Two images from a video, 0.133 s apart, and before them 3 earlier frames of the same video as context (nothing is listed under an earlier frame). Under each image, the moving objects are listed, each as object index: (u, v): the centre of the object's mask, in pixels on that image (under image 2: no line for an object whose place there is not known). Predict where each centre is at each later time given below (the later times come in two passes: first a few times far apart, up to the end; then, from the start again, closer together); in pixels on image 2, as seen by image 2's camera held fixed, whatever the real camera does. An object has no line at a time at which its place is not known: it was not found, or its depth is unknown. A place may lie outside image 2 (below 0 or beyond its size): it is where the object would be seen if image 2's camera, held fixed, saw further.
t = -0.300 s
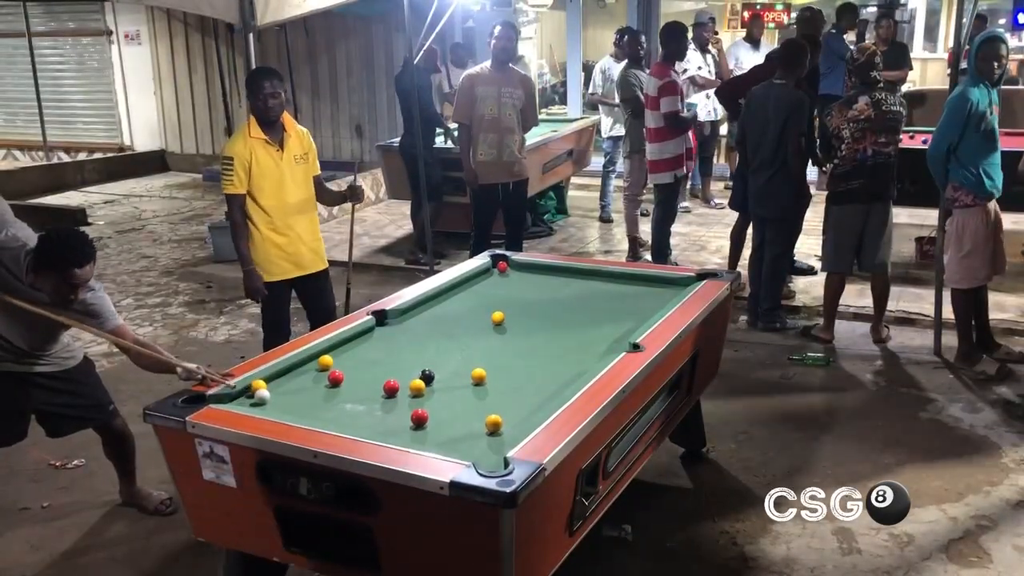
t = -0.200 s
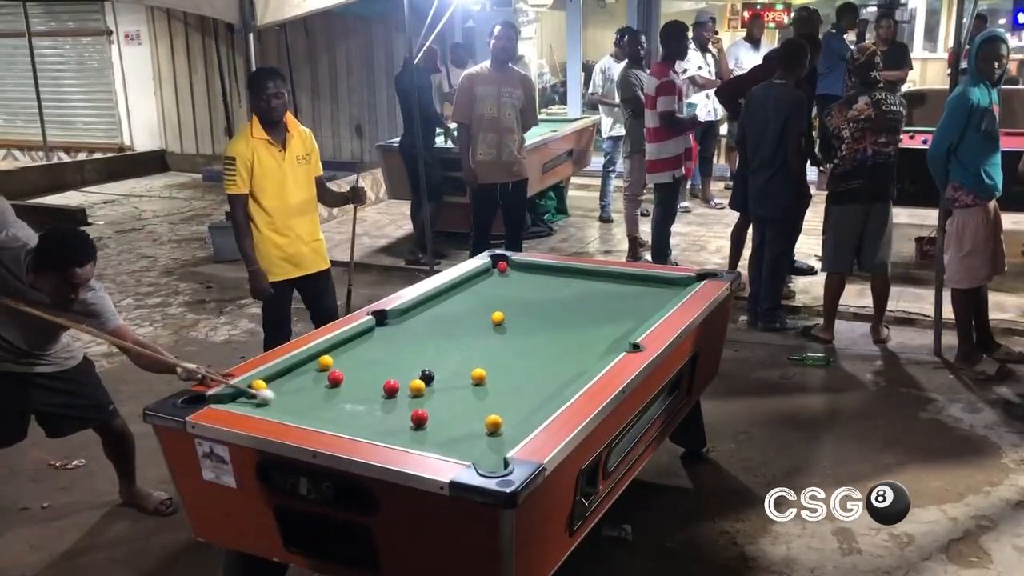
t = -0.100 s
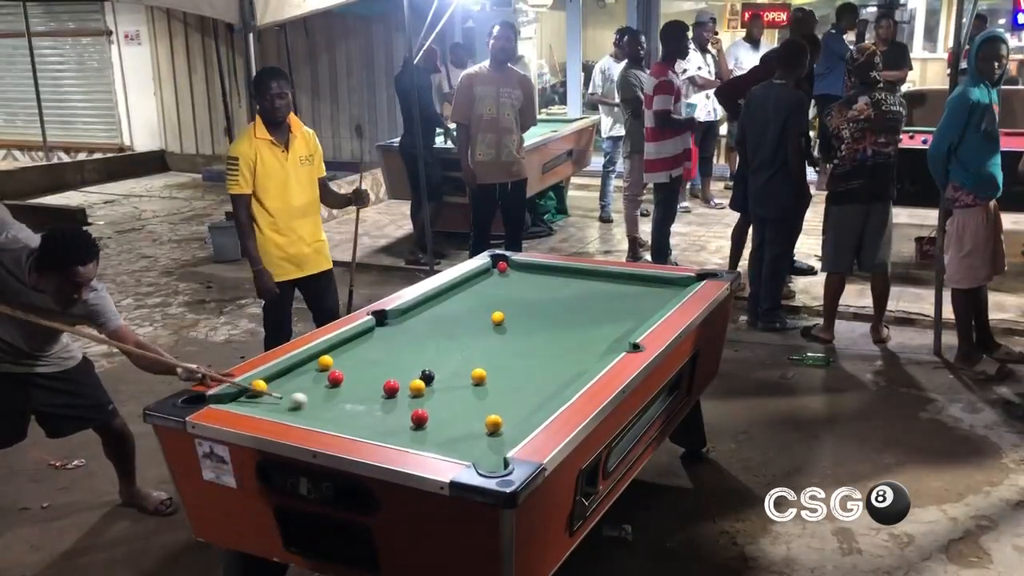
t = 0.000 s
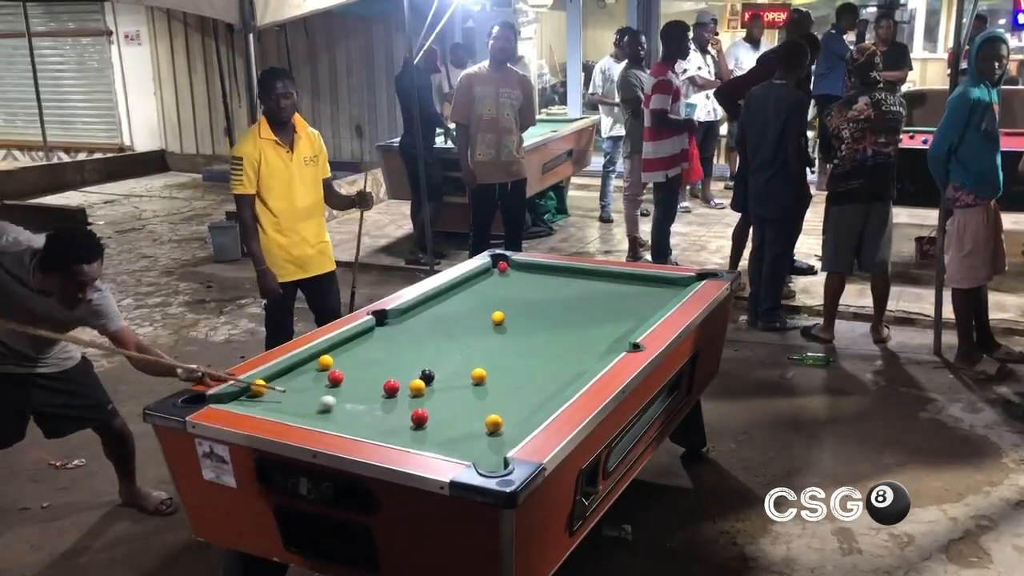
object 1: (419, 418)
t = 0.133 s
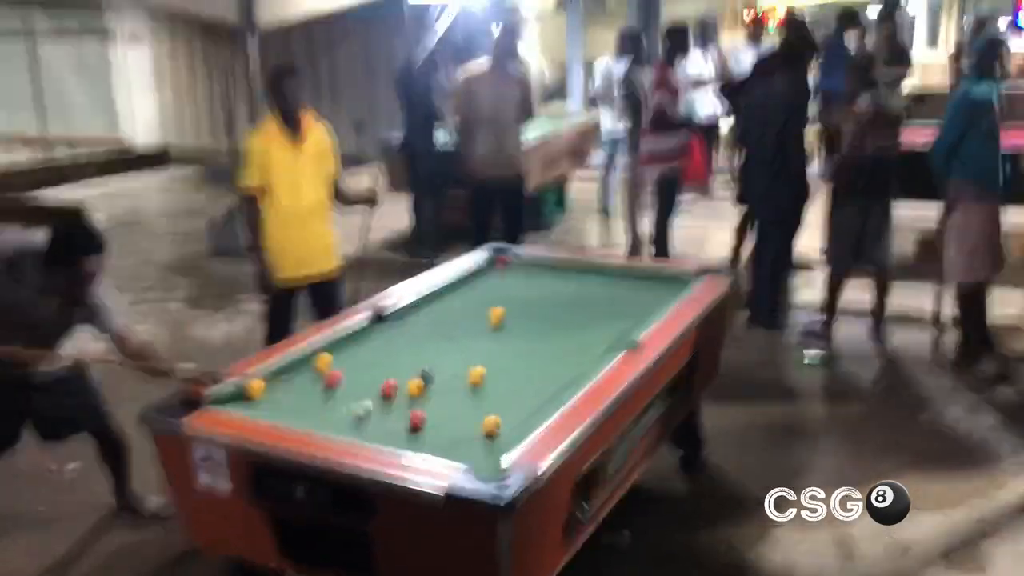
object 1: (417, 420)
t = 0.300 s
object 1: (417, 421)
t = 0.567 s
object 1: (431, 434)
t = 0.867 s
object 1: (446, 447)
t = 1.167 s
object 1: (464, 455)
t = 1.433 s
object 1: (482, 457)
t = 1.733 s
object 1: (486, 456)
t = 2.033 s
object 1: (477, 455)
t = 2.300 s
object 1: (471, 454)
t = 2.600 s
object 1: (468, 453)
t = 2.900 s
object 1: (467, 453)
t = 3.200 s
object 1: (466, 453)
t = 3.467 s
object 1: (468, 453)
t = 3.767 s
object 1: (466, 454)
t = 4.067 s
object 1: (467, 452)
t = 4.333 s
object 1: (467, 453)
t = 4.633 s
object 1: (466, 453)
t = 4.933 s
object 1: (466, 452)
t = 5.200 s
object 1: (466, 453)
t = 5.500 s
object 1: (466, 453)
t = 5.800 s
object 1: (465, 453)
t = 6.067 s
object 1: (465, 452)
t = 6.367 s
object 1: (465, 453)
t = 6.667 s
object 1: (465, 453)
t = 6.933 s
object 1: (467, 449)
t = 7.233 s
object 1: (466, 452)
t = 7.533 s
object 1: (465, 452)
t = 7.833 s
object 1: (465, 452)
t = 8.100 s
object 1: (466, 452)
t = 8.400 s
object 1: (465, 452)
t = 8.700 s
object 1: (465, 452)
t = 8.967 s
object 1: (465, 453)
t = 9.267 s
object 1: (465, 452)
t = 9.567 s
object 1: (466, 452)
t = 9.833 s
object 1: (465, 452)
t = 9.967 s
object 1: (465, 452)
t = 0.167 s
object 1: (417, 420)
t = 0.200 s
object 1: (416, 421)
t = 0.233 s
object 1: (417, 421)
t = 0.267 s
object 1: (417, 421)
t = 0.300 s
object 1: (417, 421)
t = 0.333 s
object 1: (419, 423)
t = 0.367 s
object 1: (421, 425)
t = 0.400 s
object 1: (422, 427)
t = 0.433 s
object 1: (424, 428)
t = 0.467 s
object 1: (426, 430)
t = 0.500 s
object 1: (428, 431)
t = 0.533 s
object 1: (429, 433)
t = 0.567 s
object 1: (431, 434)
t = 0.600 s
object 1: (433, 435)
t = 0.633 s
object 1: (434, 437)
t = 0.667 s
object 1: (436, 438)
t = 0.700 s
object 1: (437, 440)
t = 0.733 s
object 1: (439, 441)
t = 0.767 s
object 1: (441, 443)
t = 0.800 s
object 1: (442, 444)
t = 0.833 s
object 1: (444, 445)
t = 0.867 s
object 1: (446, 447)
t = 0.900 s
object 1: (448, 448)
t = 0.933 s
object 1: (449, 448)
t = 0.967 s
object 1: (451, 450)
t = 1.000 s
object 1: (453, 451)
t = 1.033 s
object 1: (455, 452)
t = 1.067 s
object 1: (456, 453)
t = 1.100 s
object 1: (459, 454)
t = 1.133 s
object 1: (461, 454)
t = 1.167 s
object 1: (464, 455)
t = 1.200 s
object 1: (466, 455)
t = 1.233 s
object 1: (469, 456)
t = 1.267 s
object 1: (471, 455)
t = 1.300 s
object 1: (473, 456)
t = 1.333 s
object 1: (476, 456)
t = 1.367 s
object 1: (478, 457)
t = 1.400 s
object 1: (480, 457)
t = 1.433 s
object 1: (482, 457)
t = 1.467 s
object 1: (484, 457)
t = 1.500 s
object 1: (487, 457)
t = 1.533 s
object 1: (489, 458)
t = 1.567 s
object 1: (491, 457)
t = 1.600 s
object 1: (491, 457)
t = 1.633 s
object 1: (490, 457)
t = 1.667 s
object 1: (488, 457)
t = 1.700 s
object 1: (487, 457)
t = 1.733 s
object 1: (486, 456)
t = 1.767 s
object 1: (485, 456)
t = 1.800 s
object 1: (483, 456)
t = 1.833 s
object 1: (482, 456)
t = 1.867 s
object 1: (481, 456)
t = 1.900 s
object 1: (480, 457)
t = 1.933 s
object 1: (479, 456)
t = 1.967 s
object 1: (478, 456)
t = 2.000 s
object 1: (477, 456)
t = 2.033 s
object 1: (477, 455)
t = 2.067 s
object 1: (476, 455)
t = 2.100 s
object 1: (475, 455)
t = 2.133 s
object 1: (474, 455)
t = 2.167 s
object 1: (474, 455)
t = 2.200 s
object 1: (473, 454)
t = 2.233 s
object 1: (473, 455)
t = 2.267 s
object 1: (472, 454)
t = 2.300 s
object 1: (471, 454)
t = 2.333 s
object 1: (471, 454)
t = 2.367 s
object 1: (470, 454)
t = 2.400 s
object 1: (470, 454)
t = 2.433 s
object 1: (469, 454)
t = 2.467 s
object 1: (469, 454)
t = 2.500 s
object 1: (469, 454)
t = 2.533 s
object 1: (469, 454)
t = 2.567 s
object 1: (468, 454)
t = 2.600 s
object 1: (468, 453)
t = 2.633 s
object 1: (468, 453)
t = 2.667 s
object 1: (468, 453)
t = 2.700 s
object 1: (468, 453)
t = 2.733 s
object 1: (467, 453)
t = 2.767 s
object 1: (467, 453)
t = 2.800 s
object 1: (467, 453)
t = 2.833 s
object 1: (466, 454)
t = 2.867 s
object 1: (467, 453)
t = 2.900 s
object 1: (467, 453)
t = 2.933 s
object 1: (467, 453)
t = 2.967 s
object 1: (467, 453)
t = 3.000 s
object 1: (467, 453)
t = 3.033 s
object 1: (467, 453)
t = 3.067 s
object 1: (467, 453)
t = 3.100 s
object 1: (467, 454)
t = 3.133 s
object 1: (467, 453)
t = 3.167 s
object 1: (466, 453)
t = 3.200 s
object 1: (466, 453)
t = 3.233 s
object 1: (466, 453)
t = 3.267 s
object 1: (466, 453)
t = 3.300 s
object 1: (466, 453)
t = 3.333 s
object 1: (466, 453)
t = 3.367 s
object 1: (467, 453)
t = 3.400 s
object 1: (466, 453)
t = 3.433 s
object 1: (467, 453)
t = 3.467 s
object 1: (468, 453)
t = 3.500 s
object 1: (465, 449)
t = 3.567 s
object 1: (467, 452)
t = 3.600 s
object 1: (466, 453)
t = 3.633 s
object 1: (466, 453)
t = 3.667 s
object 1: (467, 453)
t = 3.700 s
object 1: (467, 451)
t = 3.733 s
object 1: (467, 453)
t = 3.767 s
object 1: (466, 454)
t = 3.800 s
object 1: (466, 453)
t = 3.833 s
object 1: (467, 453)
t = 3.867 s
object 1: (467, 452)
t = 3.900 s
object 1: (468, 452)
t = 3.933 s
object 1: (467, 451)
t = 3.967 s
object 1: (467, 452)
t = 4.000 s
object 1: (467, 453)
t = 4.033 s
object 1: (467, 453)
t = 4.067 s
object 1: (467, 452)
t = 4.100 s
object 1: (467, 453)
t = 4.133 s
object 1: (467, 453)
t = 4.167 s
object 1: (467, 453)
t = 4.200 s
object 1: (467, 453)
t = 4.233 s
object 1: (467, 453)
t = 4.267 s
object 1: (467, 453)
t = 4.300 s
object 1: (467, 453)
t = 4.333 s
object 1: (467, 453)
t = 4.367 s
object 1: (467, 453)
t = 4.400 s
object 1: (466, 453)
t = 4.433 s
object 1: (467, 453)
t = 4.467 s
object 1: (467, 453)
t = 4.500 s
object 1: (466, 453)
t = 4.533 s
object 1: (466, 453)
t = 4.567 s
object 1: (466, 453)
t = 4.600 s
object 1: (466, 453)
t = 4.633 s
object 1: (466, 453)
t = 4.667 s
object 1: (466, 453)
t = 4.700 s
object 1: (466, 453)
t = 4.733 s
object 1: (466, 453)
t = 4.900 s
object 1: (465, 451)
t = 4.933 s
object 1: (466, 452)
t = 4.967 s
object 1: (466, 452)
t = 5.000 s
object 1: (466, 453)
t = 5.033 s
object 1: (466, 453)
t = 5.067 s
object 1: (466, 453)
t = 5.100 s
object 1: (466, 453)
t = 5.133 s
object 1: (466, 453)
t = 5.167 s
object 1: (465, 453)
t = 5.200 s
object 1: (466, 453)
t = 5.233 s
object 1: (466, 453)
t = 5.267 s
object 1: (466, 453)
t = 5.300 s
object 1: (467, 449)
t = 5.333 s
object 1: (465, 452)
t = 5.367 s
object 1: (465, 453)
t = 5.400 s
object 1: (465, 452)
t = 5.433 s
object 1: (466, 453)
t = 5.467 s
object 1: (466, 453)
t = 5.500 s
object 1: (466, 453)
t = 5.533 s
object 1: (465, 453)
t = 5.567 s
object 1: (466, 453)
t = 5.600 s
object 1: (465, 453)
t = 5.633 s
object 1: (466, 453)
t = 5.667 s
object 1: (466, 453)
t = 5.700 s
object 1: (465, 453)
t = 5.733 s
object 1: (465, 453)
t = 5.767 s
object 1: (465, 453)
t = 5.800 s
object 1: (465, 453)
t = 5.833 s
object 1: (466, 452)
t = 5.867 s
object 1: (465, 453)
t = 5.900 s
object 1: (465, 453)
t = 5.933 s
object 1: (465, 453)
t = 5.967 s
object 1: (465, 453)
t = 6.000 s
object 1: (465, 453)
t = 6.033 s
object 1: (465, 453)
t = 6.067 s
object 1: (465, 452)
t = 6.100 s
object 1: (465, 453)
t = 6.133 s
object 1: (465, 452)
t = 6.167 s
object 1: (465, 453)
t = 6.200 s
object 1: (465, 453)
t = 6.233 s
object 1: (465, 452)
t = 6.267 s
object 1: (465, 453)
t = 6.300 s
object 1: (465, 452)
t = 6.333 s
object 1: (465, 453)
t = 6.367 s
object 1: (465, 453)
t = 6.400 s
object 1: (465, 453)
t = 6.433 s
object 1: (465, 452)
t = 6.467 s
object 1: (466, 452)
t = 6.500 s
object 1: (465, 453)
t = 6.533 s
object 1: (465, 452)
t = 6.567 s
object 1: (465, 453)
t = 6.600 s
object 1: (465, 453)
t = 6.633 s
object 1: (465, 453)
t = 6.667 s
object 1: (465, 453)
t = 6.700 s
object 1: (465, 453)
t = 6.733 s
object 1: (466, 452)
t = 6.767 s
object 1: (466, 451)
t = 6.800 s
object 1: (466, 452)
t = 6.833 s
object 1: (466, 452)
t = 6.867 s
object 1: (466, 453)
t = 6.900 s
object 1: (466, 451)
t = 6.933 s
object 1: (467, 449)
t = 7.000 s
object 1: (466, 452)
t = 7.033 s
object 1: (466, 452)
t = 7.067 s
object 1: (466, 453)
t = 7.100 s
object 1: (466, 453)
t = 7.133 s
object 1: (466, 451)
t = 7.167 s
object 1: (466, 452)
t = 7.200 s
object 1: (466, 452)
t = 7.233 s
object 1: (466, 452)
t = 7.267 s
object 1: (465, 452)
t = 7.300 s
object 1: (465, 452)
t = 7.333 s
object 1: (465, 452)
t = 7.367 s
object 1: (465, 452)
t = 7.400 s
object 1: (466, 452)
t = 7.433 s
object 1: (466, 452)
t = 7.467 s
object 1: (465, 452)
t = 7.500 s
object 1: (465, 452)
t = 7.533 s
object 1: (465, 452)
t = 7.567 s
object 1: (465, 452)
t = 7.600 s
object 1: (466, 452)
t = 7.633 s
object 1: (465, 452)
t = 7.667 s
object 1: (466, 452)
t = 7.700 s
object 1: (466, 452)
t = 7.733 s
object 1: (465, 453)
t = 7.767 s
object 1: (466, 452)
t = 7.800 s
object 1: (465, 453)
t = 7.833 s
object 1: (465, 452)
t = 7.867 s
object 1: (465, 453)
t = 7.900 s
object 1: (465, 453)
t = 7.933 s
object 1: (465, 452)
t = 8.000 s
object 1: (466, 451)
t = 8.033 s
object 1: (465, 451)
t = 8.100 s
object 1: (466, 452)
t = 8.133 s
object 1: (465, 452)
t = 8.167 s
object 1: (465, 452)
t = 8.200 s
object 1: (465, 452)
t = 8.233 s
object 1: (465, 452)
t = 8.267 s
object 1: (465, 452)
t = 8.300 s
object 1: (466, 453)
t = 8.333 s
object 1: (466, 452)
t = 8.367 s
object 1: (466, 453)
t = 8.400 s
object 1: (465, 452)
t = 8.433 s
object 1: (465, 452)
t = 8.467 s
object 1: (465, 453)
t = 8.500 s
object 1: (465, 453)
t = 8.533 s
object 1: (465, 452)
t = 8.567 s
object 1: (465, 452)
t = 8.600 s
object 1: (465, 453)
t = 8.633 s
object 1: (465, 453)
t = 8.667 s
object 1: (465, 452)
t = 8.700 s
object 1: (465, 452)
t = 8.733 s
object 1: (465, 452)
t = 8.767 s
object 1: (465, 453)
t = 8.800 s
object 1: (465, 452)
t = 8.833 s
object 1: (465, 453)
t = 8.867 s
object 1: (465, 453)
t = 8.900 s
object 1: (465, 452)
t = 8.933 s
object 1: (465, 453)
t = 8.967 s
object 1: (465, 453)
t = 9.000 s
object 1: (465, 453)
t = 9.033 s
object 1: (465, 453)
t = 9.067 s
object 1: (465, 453)
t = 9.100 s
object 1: (465, 453)
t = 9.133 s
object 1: (465, 452)
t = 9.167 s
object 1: (465, 453)
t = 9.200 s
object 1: (465, 452)
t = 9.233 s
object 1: (465, 453)
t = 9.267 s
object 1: (465, 452)
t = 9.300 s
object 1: (465, 452)
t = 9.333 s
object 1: (465, 452)
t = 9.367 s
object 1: (465, 452)
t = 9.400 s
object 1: (465, 452)
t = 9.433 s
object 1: (466, 451)
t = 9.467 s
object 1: (466, 452)
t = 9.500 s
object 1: (466, 452)
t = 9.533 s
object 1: (465, 452)
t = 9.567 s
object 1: (466, 452)
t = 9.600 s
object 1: (465, 452)
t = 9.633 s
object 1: (465, 452)
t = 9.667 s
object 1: (465, 452)
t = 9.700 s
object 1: (465, 452)
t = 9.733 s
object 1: (465, 452)
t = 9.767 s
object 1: (465, 452)
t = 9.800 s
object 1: (465, 452)
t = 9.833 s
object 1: (465, 452)
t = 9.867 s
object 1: (465, 452)
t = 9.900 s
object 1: (465, 453)
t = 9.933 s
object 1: (465, 452)
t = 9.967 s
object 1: (465, 452)
